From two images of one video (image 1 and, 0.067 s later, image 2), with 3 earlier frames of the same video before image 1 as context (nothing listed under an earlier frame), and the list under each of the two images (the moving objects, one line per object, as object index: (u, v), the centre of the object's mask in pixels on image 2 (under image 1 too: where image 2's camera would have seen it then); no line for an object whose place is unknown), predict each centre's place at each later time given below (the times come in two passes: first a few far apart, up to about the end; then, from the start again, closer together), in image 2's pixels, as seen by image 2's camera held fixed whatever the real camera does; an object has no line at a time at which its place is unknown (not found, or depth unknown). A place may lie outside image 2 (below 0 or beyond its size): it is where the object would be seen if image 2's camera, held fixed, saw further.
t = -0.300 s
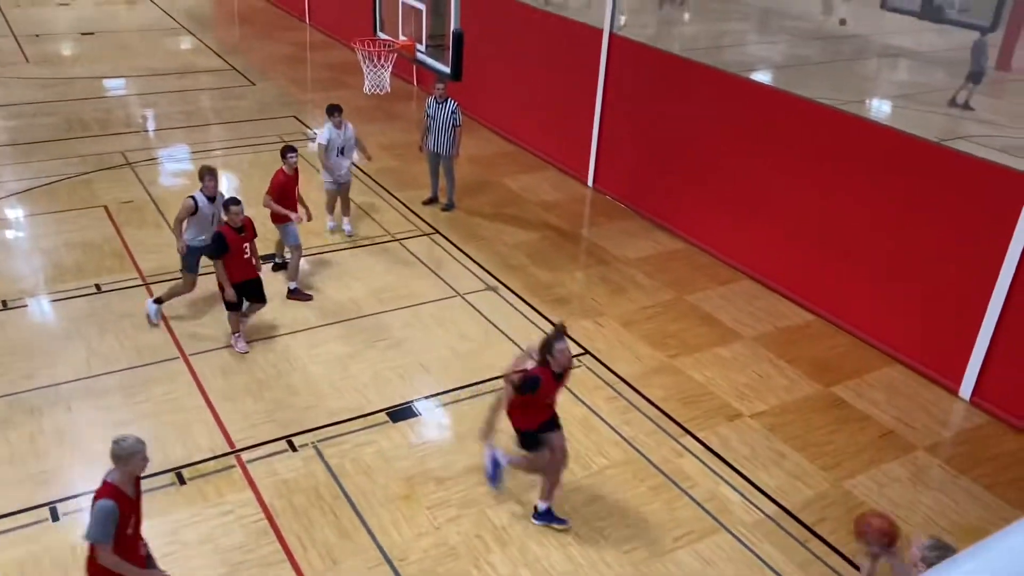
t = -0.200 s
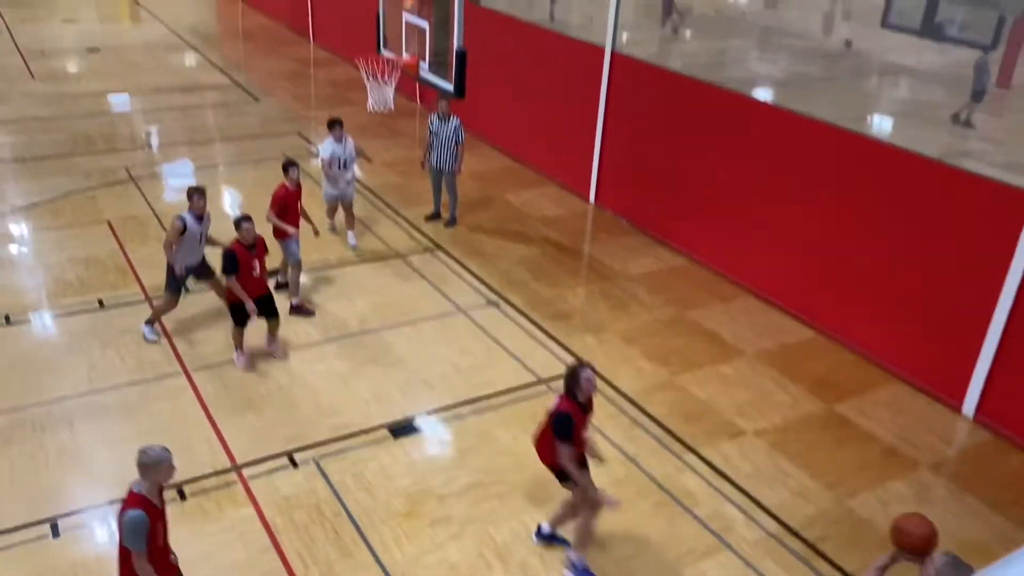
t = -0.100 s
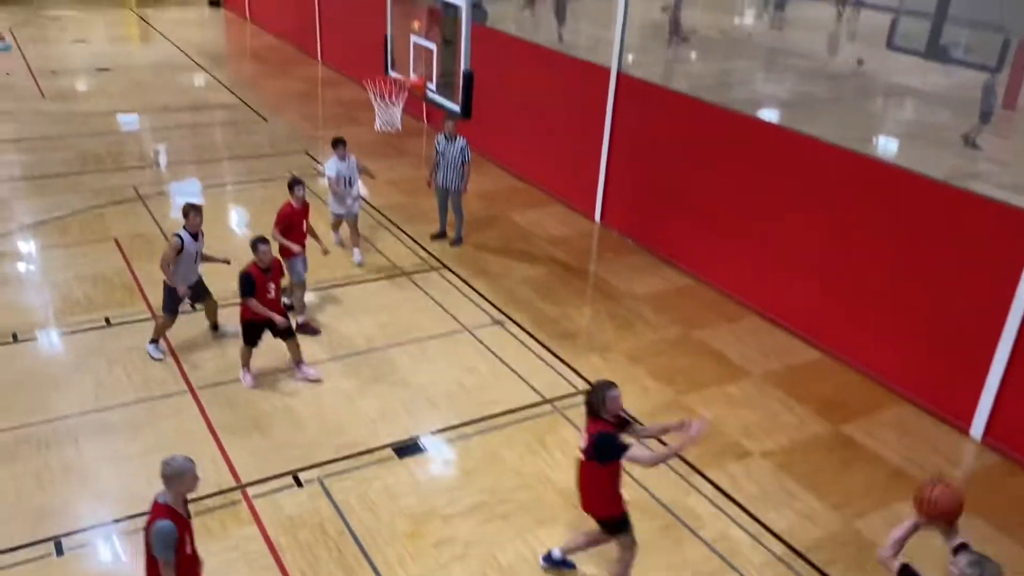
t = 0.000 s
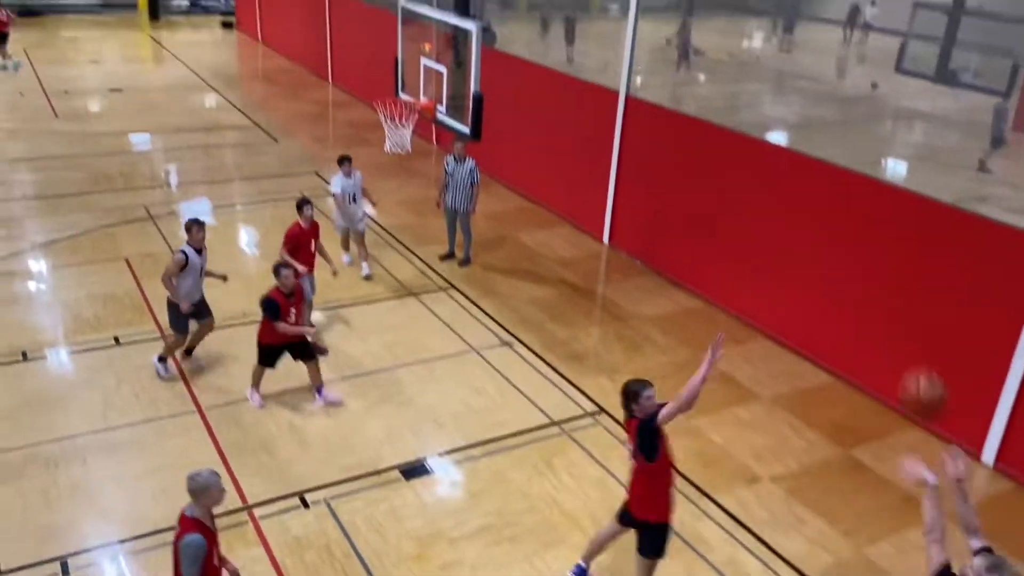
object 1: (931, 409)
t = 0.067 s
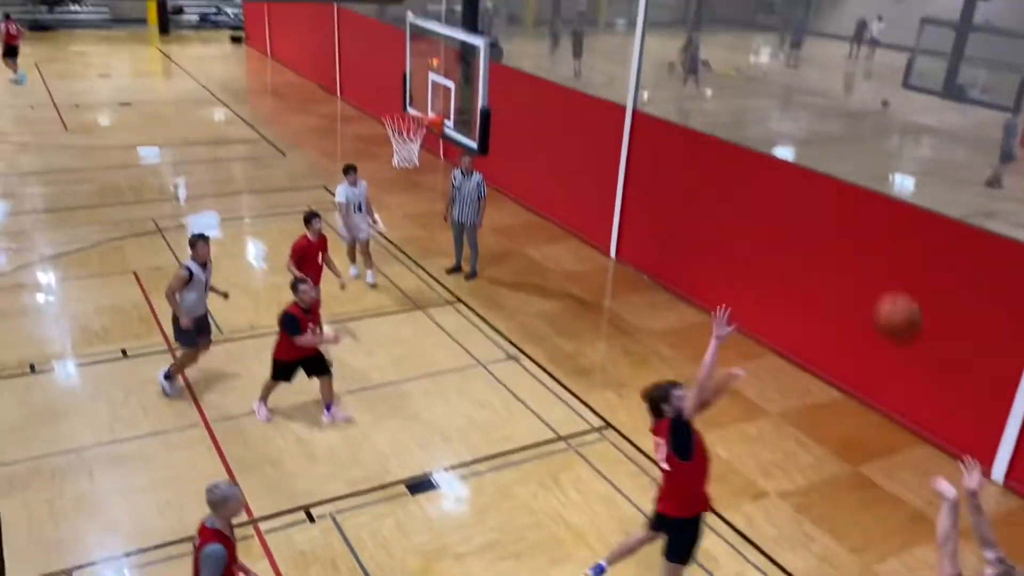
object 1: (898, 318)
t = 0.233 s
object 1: (813, 130)
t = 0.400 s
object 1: (731, 10)
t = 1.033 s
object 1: (484, 0)
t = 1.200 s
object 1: (440, 68)
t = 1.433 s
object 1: (391, 136)
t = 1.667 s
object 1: (393, 142)
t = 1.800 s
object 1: (393, 166)
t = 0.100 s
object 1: (882, 274)
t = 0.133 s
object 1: (864, 233)
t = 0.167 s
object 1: (847, 197)
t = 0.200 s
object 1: (830, 161)
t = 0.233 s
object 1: (813, 130)
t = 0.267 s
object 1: (796, 101)
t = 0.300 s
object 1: (779, 75)
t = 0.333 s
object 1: (763, 50)
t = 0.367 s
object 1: (747, 29)
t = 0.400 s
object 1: (731, 10)
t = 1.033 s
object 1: (484, 0)
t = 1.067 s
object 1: (475, 13)
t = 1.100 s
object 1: (465, 24)
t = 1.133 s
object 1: (456, 39)
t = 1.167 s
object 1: (448, 53)
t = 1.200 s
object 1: (440, 68)
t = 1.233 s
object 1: (432, 84)
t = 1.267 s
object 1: (425, 101)
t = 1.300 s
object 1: (415, 116)
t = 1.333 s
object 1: (410, 120)
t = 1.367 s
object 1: (403, 129)
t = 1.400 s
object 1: (405, 135)
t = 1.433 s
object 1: (391, 136)
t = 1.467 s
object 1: (395, 135)
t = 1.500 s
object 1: (395, 135)
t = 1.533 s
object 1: (394, 134)
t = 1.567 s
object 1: (395, 135)
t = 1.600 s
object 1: (394, 136)
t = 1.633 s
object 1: (392, 138)
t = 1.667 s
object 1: (393, 142)
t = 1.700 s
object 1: (394, 147)
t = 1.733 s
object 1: (394, 152)
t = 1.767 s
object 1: (394, 159)
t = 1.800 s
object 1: (393, 166)
